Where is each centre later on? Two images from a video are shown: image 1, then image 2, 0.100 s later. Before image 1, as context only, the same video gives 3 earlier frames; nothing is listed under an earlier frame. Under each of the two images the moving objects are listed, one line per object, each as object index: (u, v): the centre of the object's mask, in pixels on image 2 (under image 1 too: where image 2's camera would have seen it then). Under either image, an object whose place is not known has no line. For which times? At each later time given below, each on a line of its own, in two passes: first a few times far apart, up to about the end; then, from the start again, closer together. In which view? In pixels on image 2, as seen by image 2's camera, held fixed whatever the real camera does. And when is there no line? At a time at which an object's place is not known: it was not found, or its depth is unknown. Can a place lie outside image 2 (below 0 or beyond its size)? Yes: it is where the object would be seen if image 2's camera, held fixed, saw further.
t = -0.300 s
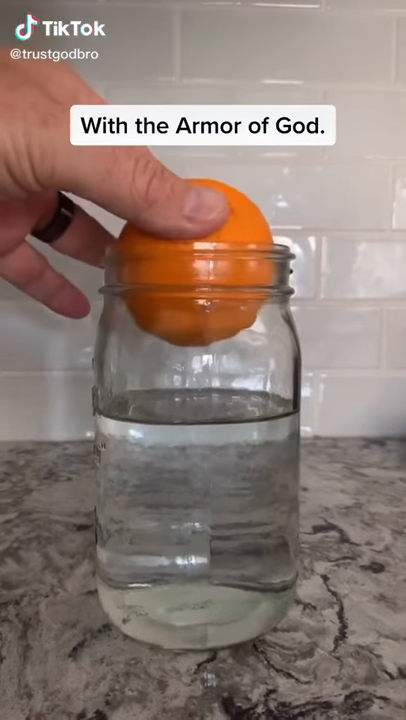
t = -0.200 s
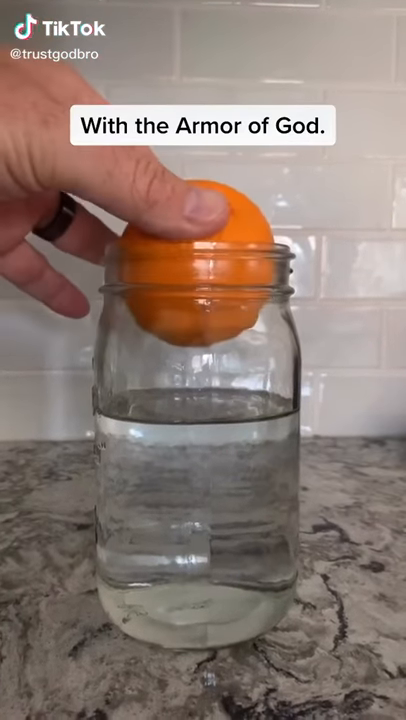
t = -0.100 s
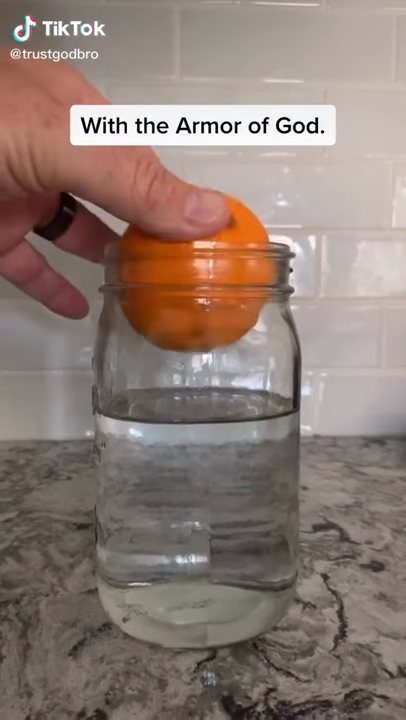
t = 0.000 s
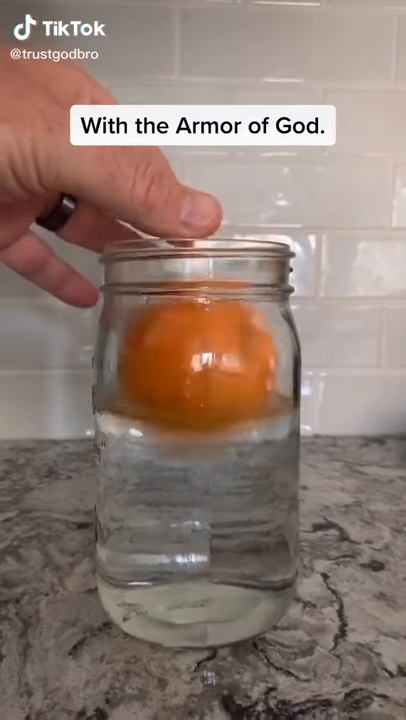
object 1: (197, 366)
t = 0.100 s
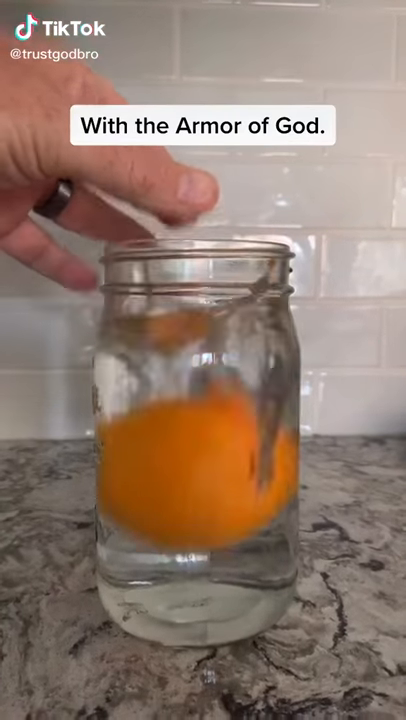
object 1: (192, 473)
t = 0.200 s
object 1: (192, 524)
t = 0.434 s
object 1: (183, 445)
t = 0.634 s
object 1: (192, 386)
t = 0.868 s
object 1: (200, 419)
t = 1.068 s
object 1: (202, 436)
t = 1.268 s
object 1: (203, 414)
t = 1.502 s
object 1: (204, 392)
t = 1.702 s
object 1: (213, 413)
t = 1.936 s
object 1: (212, 408)
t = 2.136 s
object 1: (208, 396)
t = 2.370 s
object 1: (208, 406)
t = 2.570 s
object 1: (209, 405)
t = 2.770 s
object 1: (207, 400)
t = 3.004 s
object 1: (208, 404)
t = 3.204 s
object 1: (208, 404)
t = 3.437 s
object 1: (204, 400)
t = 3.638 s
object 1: (205, 403)
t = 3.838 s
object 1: (204, 403)
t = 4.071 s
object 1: (203, 401)
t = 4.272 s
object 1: (203, 402)
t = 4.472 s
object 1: (202, 402)
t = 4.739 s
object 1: (202, 401)
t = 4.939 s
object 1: (202, 401)
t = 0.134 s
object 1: (193, 497)
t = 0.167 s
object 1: (193, 515)
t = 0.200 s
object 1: (192, 524)
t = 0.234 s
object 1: (193, 515)
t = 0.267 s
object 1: (193, 505)
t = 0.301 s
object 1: (192, 494)
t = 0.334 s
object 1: (191, 483)
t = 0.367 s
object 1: (189, 471)
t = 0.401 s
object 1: (186, 459)
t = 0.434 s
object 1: (183, 445)
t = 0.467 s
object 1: (182, 426)
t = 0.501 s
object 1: (182, 419)
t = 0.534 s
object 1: (183, 409)
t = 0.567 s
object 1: (187, 401)
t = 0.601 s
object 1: (190, 392)
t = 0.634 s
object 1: (192, 386)
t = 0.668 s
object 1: (194, 385)
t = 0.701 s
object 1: (195, 387)
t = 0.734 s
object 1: (195, 392)
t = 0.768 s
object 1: (196, 400)
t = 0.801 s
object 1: (198, 407)
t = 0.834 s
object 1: (199, 414)
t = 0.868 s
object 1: (200, 419)
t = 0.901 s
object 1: (201, 424)
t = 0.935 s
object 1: (202, 429)
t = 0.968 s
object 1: (202, 433)
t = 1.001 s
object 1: (202, 435)
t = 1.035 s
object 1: (202, 435)
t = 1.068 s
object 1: (202, 436)
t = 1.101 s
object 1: (202, 433)
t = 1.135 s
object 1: (202, 431)
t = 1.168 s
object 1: (202, 428)
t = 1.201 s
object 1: (202, 425)
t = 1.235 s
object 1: (203, 420)
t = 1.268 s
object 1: (203, 414)
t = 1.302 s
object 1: (204, 408)
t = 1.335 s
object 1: (205, 403)
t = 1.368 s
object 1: (205, 398)
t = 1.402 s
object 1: (205, 393)
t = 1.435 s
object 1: (205, 391)
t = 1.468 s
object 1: (204, 391)
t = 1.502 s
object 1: (204, 392)
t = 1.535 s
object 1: (207, 395)
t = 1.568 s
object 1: (208, 400)
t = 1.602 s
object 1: (210, 404)
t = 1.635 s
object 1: (212, 408)
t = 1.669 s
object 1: (214, 411)
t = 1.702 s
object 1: (213, 413)
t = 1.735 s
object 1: (212, 415)
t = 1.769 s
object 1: (212, 414)
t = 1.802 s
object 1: (212, 414)
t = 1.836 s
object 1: (213, 414)
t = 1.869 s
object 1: (213, 411)
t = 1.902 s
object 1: (213, 410)
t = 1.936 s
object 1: (212, 408)
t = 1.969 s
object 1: (211, 405)
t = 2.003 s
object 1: (210, 403)
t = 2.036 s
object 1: (208, 400)
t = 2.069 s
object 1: (208, 398)
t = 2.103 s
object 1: (207, 397)
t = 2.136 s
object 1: (208, 396)
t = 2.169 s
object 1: (208, 397)
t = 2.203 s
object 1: (208, 397)
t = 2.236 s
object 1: (209, 399)
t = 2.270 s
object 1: (208, 401)
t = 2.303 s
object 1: (208, 403)
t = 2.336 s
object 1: (208, 405)
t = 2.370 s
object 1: (208, 406)
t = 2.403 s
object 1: (208, 407)
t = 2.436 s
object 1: (208, 407)
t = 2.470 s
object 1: (208, 406)
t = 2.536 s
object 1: (209, 406)
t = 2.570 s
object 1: (209, 405)
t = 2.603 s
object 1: (209, 404)
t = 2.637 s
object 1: (209, 403)
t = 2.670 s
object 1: (208, 402)
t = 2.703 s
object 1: (208, 402)
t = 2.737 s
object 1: (207, 401)
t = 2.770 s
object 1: (207, 400)
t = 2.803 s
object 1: (207, 400)
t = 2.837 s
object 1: (208, 400)
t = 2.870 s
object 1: (208, 401)
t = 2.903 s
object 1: (208, 401)
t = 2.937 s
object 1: (209, 402)
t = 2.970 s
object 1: (208, 403)
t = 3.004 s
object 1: (208, 404)
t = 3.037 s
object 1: (208, 405)
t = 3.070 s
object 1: (208, 405)
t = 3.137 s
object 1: (208, 405)
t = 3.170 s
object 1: (208, 405)
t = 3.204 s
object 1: (208, 404)
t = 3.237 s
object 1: (208, 404)
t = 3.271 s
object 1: (208, 403)
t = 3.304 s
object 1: (208, 402)
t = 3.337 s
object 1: (206, 402)
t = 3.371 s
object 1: (205, 401)
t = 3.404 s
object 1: (204, 401)
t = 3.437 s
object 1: (204, 400)
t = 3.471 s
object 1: (204, 400)
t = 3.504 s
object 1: (204, 401)
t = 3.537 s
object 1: (205, 401)
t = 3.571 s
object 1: (204, 401)
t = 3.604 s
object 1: (206, 402)
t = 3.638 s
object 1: (205, 403)
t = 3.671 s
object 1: (204, 403)
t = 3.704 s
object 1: (205, 403)
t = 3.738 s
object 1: (204, 403)
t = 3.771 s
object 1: (204, 403)
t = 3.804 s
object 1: (203, 403)
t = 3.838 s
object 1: (204, 403)
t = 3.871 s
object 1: (204, 402)
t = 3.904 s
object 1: (204, 402)
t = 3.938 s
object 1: (205, 402)
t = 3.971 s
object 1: (204, 401)
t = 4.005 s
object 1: (203, 401)
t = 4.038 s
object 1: (204, 401)
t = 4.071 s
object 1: (203, 401)
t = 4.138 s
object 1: (203, 401)
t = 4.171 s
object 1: (203, 401)
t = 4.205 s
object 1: (203, 402)
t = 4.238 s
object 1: (203, 402)
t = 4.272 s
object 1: (203, 402)
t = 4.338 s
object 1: (203, 402)
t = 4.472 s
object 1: (202, 402)
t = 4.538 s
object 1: (203, 401)
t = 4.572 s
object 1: (203, 401)
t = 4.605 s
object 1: (203, 401)
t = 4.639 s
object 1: (202, 401)
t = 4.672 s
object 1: (202, 401)
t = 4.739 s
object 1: (202, 401)
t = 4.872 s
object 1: (202, 401)
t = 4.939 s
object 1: (202, 401)
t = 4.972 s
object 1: (202, 401)
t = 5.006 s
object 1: (202, 401)
